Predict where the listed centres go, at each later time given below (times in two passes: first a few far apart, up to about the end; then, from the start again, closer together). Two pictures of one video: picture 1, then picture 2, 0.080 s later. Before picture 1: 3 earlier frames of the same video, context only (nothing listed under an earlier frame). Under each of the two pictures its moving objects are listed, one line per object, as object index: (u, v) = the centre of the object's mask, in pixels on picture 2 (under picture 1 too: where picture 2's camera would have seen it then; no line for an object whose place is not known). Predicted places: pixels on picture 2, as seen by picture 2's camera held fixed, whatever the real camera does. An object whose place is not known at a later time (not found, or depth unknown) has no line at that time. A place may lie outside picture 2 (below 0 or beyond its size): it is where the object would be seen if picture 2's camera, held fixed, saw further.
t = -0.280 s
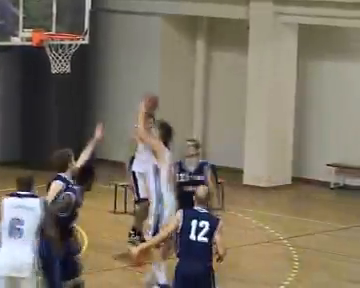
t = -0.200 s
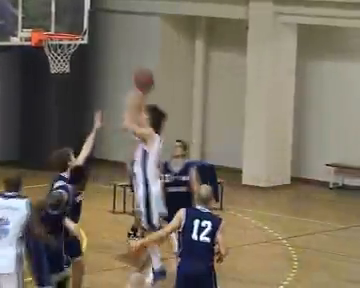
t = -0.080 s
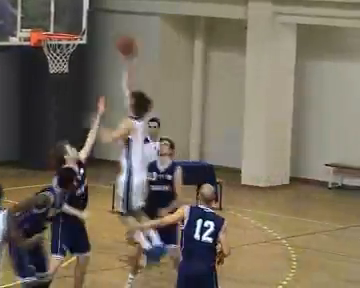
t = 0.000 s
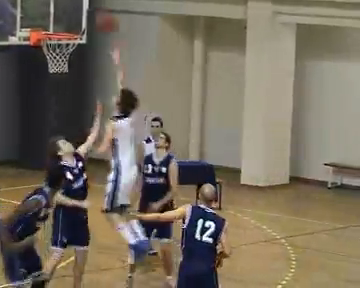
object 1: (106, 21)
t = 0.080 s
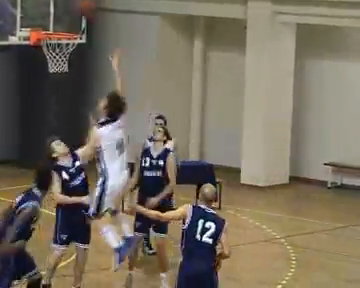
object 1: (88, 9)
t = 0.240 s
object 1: (70, 5)
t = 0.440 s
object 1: (61, 28)
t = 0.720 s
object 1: (67, 78)
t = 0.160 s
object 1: (72, 4)
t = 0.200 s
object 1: (72, 4)
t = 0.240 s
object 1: (70, 5)
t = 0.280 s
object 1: (70, 6)
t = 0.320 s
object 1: (67, 7)
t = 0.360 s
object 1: (63, 16)
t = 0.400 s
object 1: (63, 23)
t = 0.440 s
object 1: (61, 28)
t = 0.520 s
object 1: (64, 51)
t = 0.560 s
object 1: (62, 51)
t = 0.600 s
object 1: (66, 67)
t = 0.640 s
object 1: (65, 67)
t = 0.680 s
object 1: (67, 68)
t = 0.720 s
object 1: (67, 78)
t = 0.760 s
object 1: (68, 86)
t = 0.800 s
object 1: (68, 96)
